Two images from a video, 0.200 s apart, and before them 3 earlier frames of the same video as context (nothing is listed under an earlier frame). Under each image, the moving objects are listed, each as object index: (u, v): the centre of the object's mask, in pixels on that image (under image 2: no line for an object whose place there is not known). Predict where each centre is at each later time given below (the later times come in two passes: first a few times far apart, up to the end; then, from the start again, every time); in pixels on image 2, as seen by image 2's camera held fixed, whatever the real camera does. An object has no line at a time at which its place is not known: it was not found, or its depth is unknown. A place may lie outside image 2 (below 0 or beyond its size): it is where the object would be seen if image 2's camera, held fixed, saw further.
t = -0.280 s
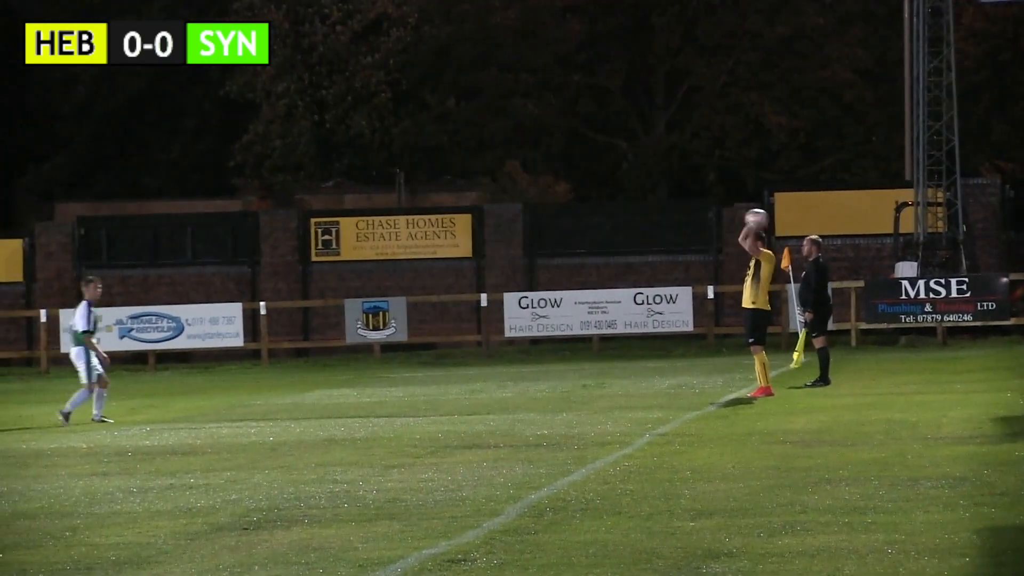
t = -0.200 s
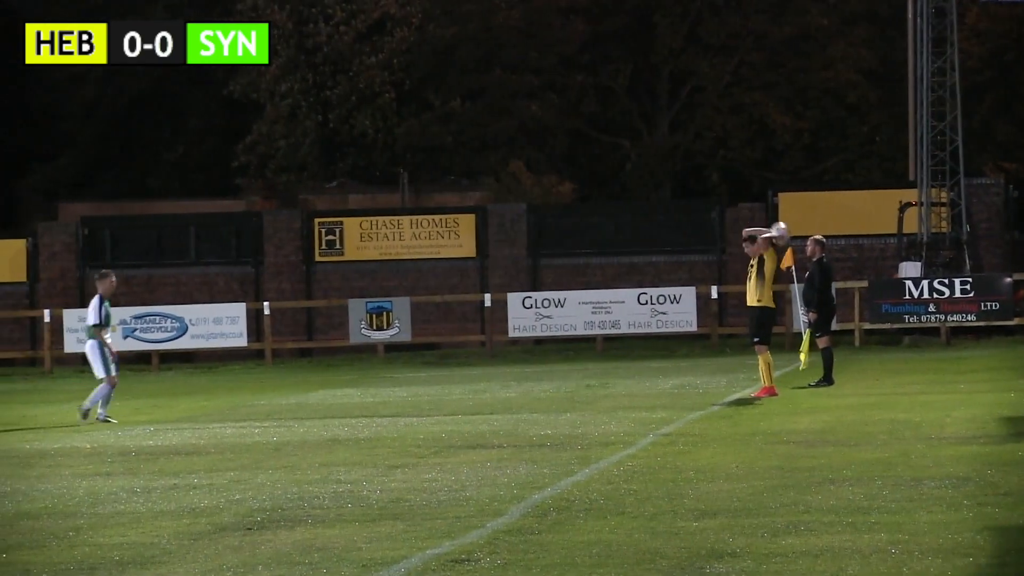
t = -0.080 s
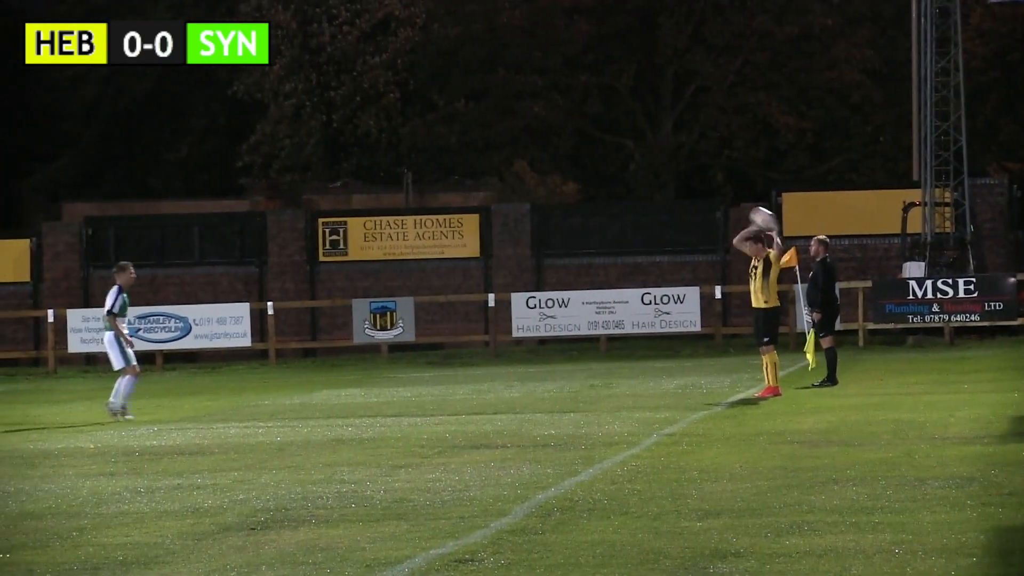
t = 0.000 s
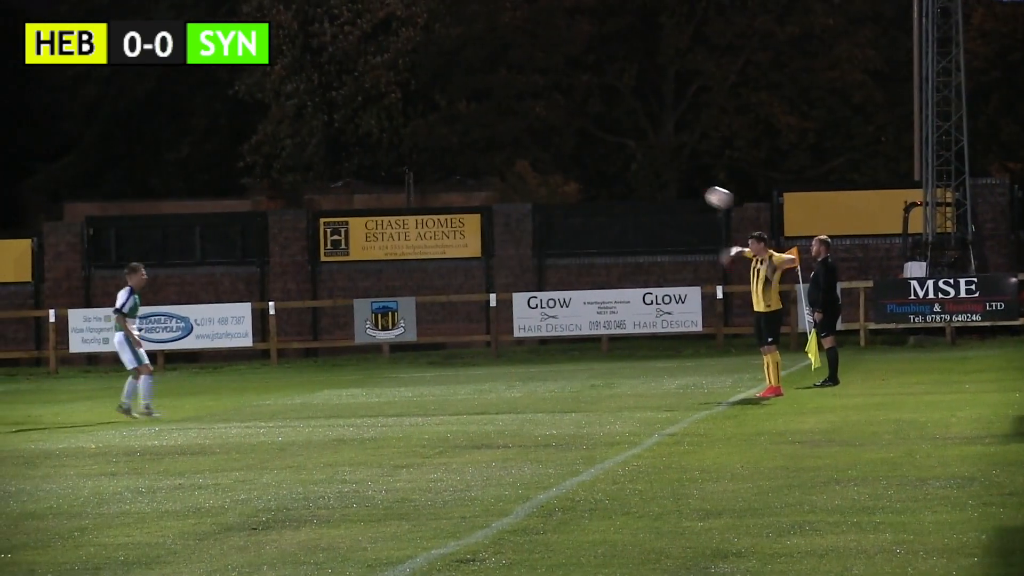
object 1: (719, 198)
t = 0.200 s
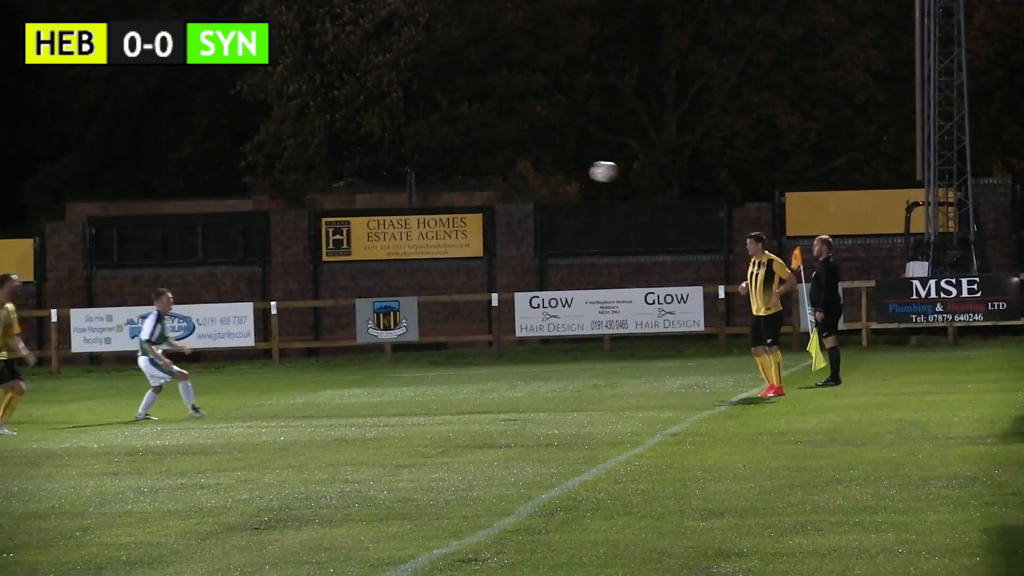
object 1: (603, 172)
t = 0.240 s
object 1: (580, 171)
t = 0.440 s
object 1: (458, 189)
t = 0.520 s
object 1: (410, 205)
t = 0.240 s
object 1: (580, 171)
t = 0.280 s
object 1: (556, 172)
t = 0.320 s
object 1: (532, 174)
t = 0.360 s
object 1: (508, 178)
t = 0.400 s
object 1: (483, 183)
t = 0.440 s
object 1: (458, 189)
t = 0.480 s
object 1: (434, 197)
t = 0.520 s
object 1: (410, 205)
